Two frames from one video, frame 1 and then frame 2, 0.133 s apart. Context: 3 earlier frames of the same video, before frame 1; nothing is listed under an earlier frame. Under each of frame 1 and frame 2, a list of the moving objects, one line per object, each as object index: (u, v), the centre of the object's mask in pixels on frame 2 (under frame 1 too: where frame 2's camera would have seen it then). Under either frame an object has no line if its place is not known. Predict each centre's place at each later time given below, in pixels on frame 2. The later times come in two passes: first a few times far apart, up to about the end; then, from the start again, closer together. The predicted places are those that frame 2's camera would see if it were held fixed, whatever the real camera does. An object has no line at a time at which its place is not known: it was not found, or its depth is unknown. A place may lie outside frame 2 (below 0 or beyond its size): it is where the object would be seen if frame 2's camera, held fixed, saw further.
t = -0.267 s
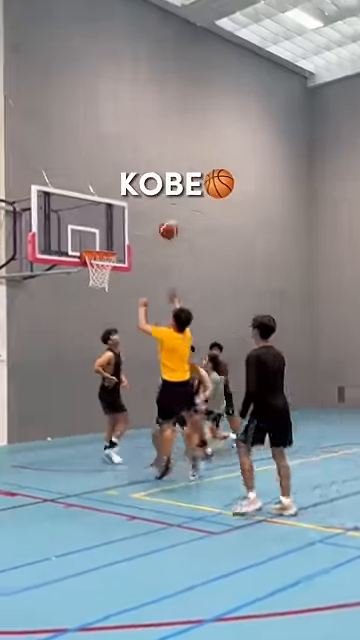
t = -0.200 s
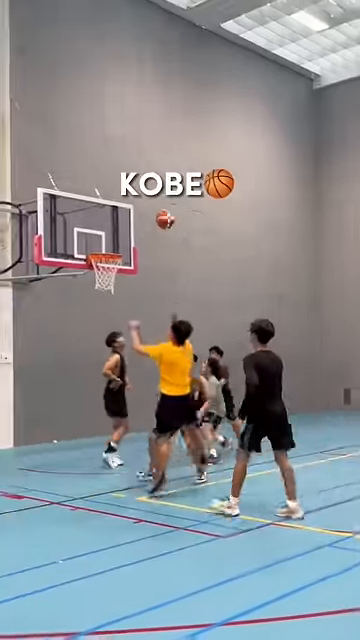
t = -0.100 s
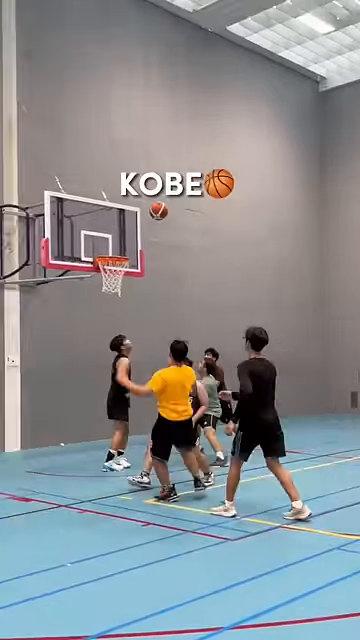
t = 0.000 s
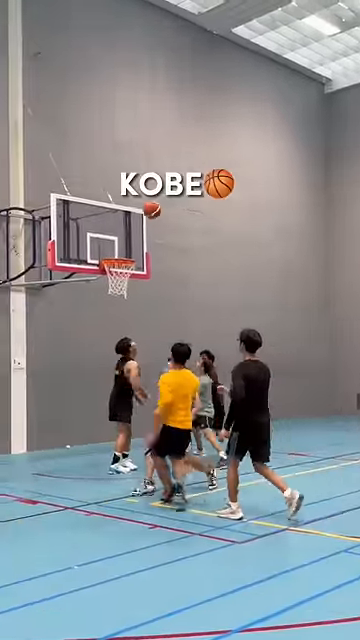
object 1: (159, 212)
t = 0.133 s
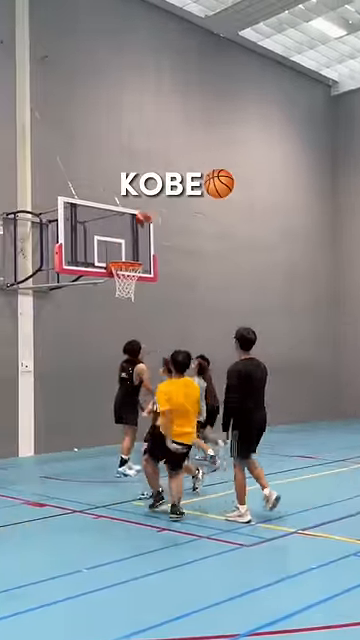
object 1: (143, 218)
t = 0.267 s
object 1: (129, 236)
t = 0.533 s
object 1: (121, 258)
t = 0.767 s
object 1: (130, 257)
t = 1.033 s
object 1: (123, 281)
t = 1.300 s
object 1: (115, 313)
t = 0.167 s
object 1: (140, 221)
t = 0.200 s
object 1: (137, 225)
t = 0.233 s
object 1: (133, 230)
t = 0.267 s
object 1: (129, 236)
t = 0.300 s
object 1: (126, 242)
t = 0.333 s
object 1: (123, 249)
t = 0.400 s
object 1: (125, 256)
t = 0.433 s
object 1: (129, 257)
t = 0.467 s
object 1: (132, 258)
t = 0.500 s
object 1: (128, 257)
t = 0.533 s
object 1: (121, 258)
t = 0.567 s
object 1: (121, 257)
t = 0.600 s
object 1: (121, 256)
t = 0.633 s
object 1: (124, 256)
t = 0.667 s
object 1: (126, 256)
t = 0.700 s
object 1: (128, 257)
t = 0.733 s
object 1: (129, 257)
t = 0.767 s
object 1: (130, 257)
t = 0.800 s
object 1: (133, 259)
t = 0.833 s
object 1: (133, 260)
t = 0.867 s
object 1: (132, 260)
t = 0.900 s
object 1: (122, 271)
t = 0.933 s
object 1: (126, 272)
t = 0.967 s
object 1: (125, 276)
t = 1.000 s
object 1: (124, 280)
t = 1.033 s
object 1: (123, 281)
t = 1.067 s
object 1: (122, 283)
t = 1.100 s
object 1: (119, 283)
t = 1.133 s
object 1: (119, 288)
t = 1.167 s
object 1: (117, 293)
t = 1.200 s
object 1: (116, 298)
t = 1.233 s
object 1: (115, 302)
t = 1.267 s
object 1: (115, 305)
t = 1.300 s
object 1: (115, 313)
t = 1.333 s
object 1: (113, 320)
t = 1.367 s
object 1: (113, 329)
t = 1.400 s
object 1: (112, 335)
